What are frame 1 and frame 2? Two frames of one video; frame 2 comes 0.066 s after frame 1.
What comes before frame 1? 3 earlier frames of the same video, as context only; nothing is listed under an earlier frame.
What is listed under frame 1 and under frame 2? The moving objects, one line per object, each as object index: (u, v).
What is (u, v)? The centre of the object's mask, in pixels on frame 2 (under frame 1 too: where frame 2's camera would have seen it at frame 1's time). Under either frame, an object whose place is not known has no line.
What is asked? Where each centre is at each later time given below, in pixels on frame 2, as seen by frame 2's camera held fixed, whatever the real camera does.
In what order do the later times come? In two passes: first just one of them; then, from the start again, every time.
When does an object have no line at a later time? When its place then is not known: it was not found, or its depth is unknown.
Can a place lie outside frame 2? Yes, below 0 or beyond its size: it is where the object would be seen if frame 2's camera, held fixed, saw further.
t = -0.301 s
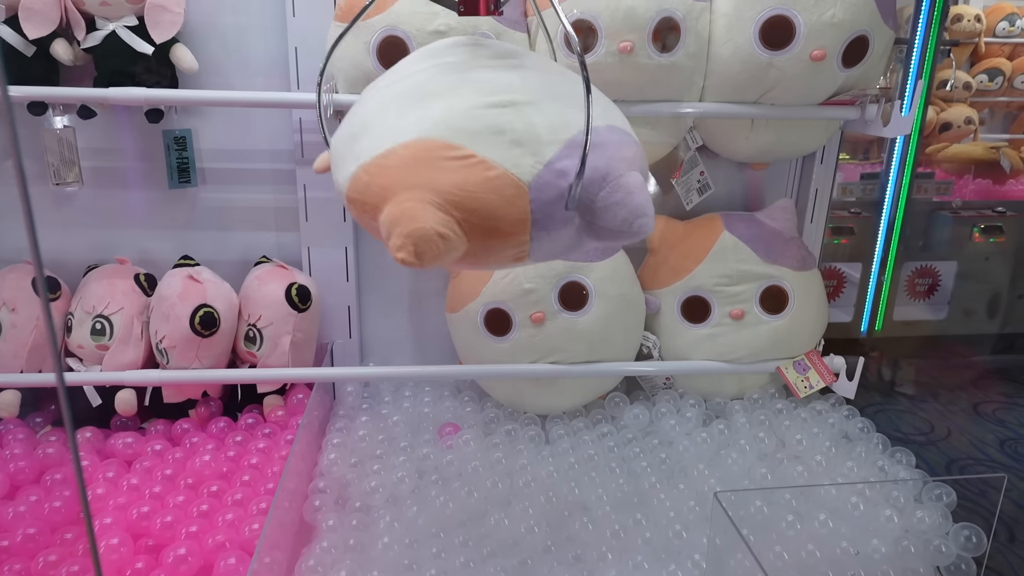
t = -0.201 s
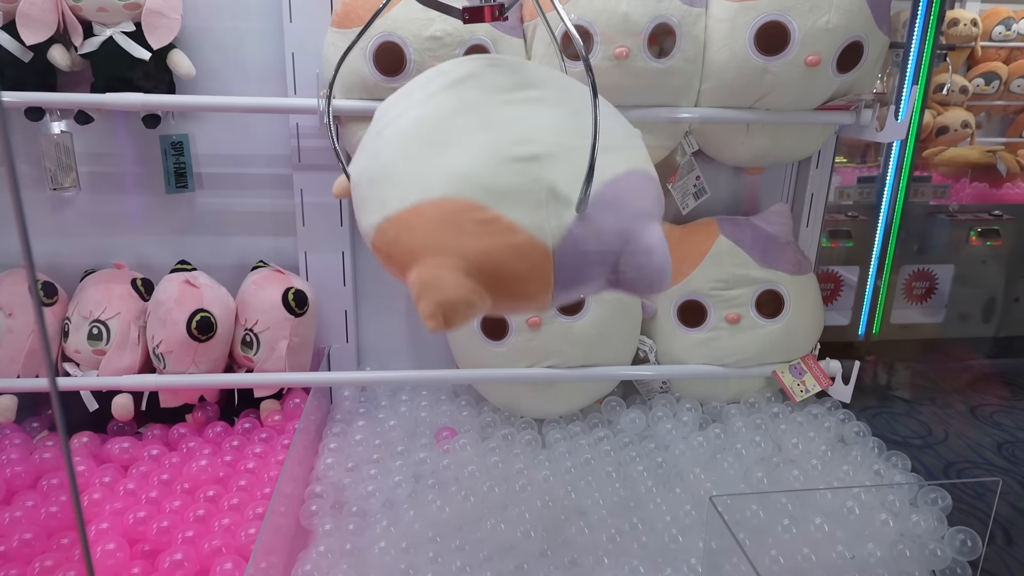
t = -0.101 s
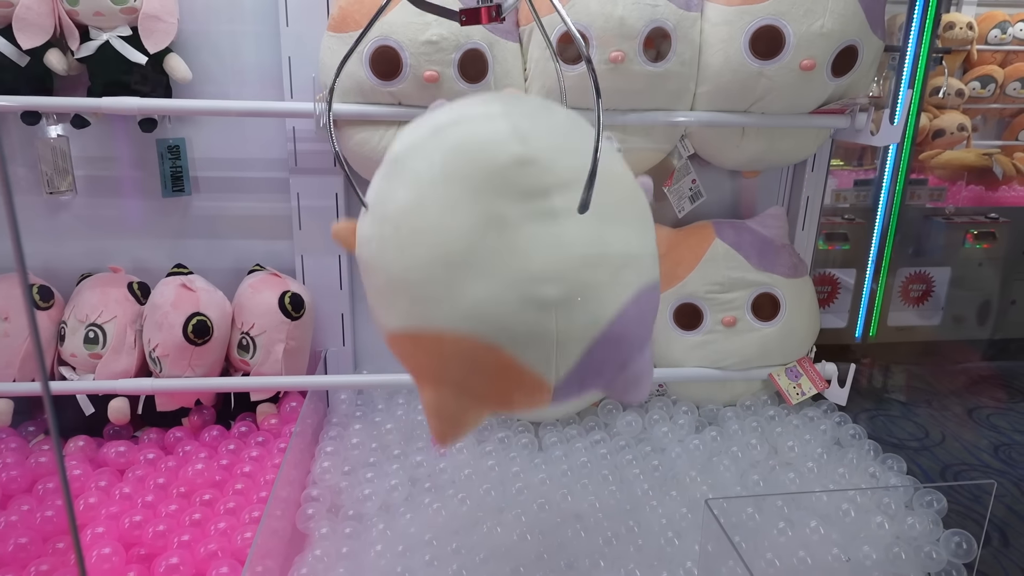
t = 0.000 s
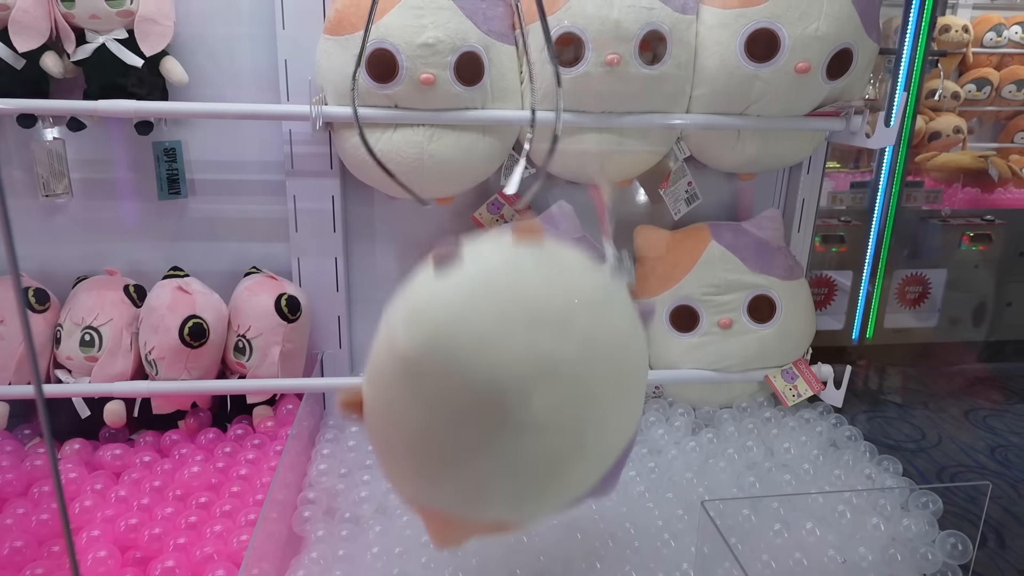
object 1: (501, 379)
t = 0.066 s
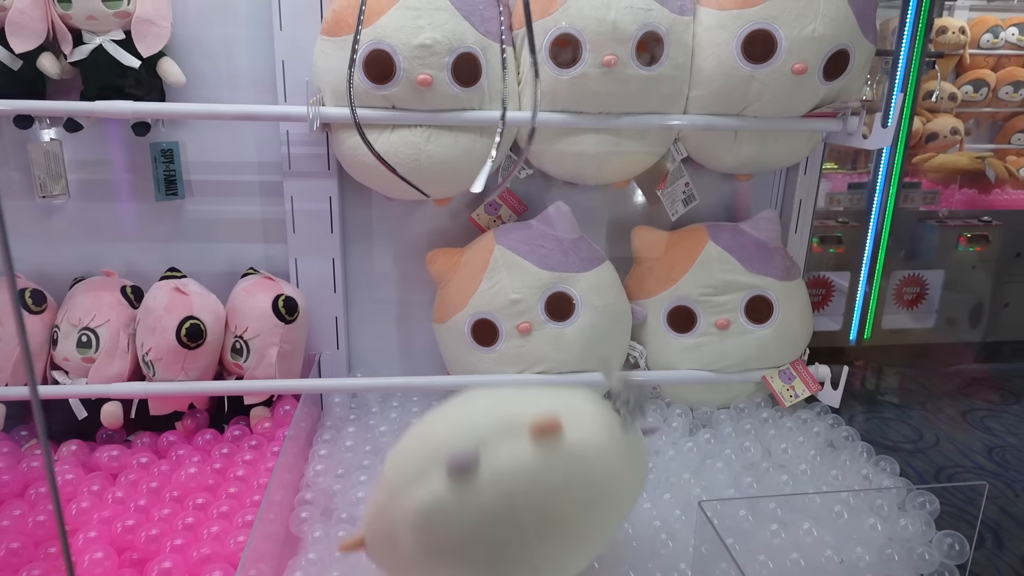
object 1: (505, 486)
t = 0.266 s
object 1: (553, 515)
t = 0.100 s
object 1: (518, 500)
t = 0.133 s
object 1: (551, 504)
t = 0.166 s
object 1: (556, 517)
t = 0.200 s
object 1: (547, 519)
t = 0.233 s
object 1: (548, 523)
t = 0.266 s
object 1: (553, 515)
